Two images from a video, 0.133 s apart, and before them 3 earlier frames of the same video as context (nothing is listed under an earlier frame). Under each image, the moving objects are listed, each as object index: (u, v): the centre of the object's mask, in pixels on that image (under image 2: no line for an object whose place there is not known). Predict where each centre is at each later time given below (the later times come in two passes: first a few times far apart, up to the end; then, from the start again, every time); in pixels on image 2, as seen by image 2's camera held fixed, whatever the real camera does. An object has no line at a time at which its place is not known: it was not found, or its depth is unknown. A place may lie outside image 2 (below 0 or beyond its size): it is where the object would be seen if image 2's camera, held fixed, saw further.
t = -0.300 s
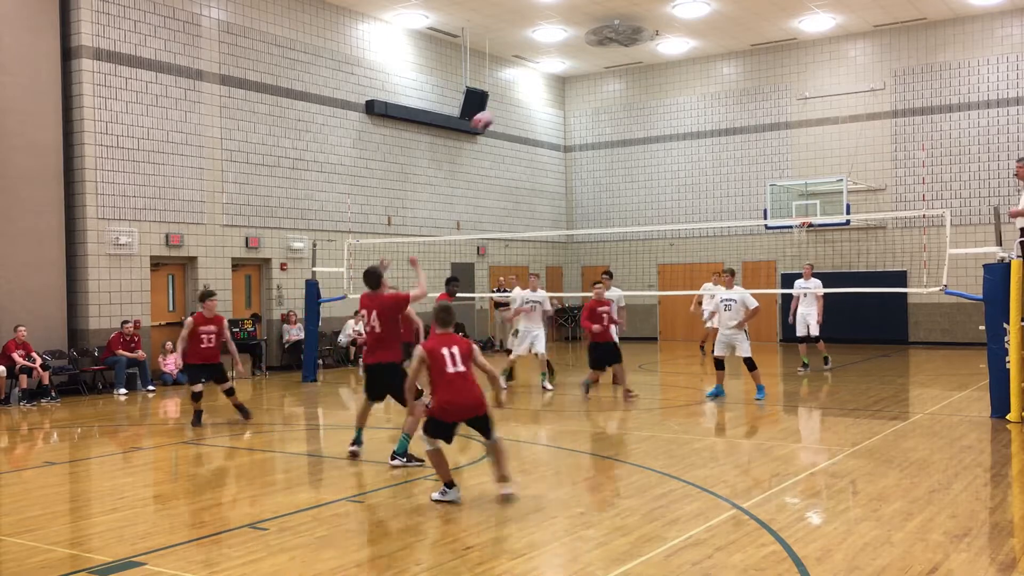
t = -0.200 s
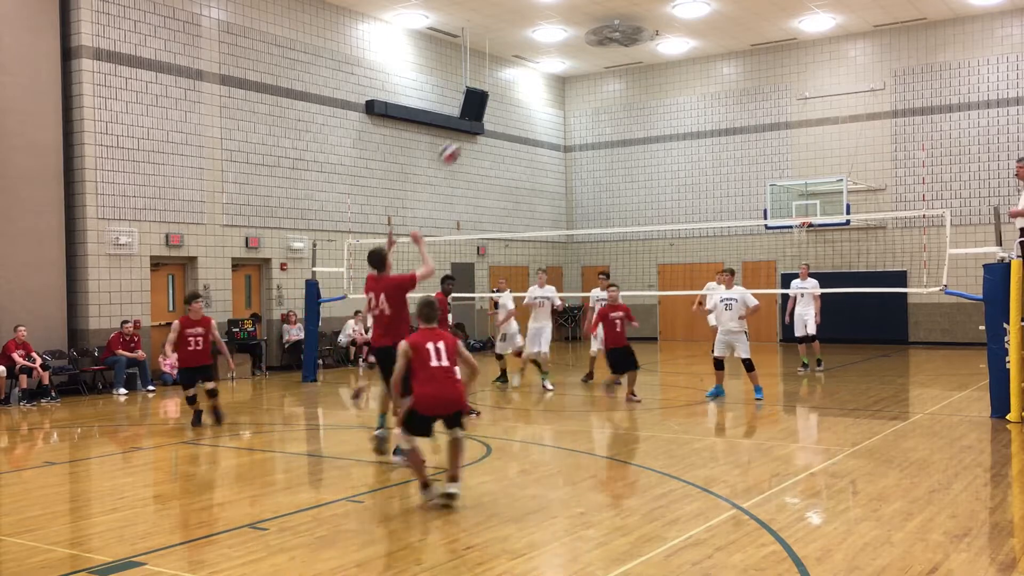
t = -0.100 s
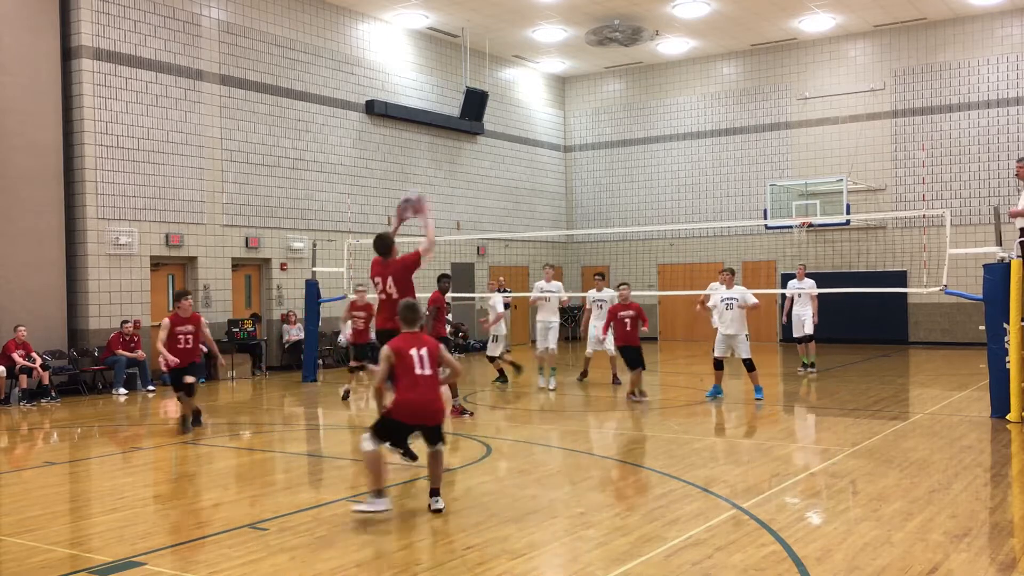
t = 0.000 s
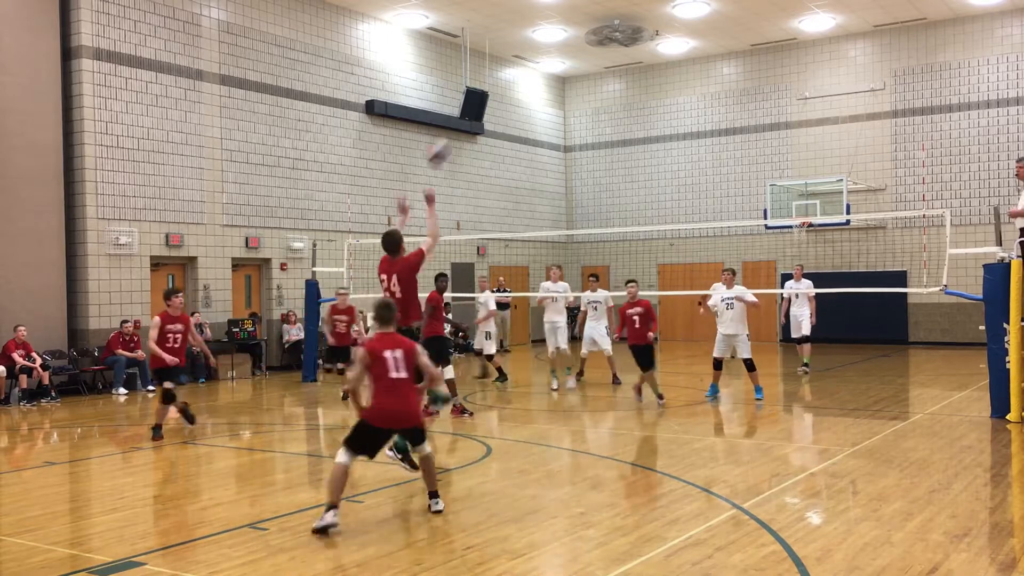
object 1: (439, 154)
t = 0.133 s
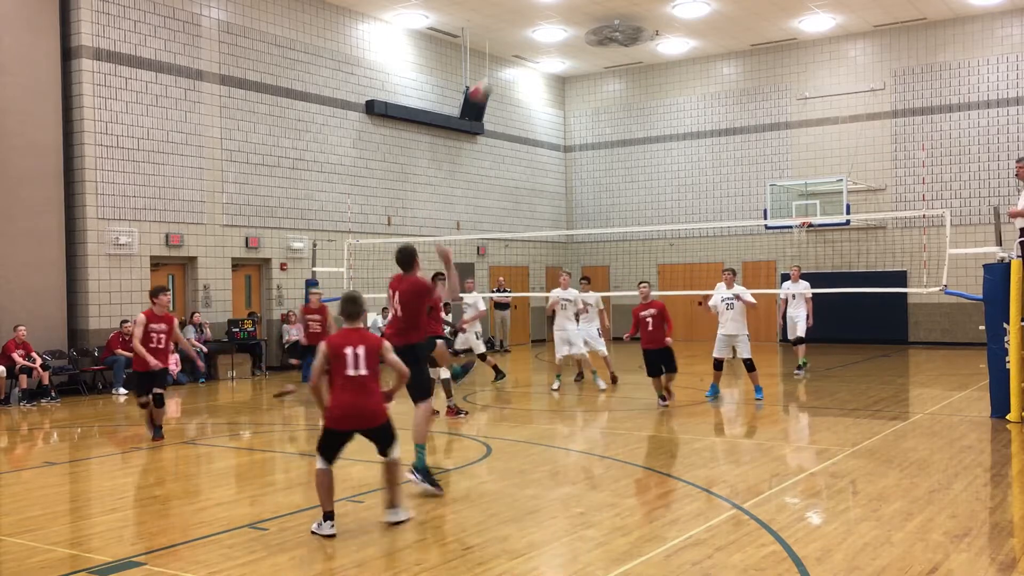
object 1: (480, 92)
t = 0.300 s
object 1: (528, 45)
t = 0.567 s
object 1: (597, 30)
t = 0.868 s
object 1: (662, 89)
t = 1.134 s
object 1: (710, 194)
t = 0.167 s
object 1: (490, 79)
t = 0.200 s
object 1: (501, 68)
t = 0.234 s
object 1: (510, 59)
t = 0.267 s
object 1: (519, 53)
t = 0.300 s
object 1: (528, 45)
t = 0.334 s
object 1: (537, 40)
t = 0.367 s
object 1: (546, 34)
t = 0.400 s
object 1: (555, 30)
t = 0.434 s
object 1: (564, 28)
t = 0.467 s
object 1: (572, 28)
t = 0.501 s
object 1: (581, 28)
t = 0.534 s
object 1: (589, 28)
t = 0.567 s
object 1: (597, 30)
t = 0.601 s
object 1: (604, 32)
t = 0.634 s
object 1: (612, 35)
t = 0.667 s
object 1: (620, 41)
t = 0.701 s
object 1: (627, 47)
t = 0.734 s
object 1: (635, 54)
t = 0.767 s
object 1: (641, 62)
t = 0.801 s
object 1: (648, 69)
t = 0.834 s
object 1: (655, 78)
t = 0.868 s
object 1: (662, 89)
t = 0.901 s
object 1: (668, 99)
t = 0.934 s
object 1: (675, 111)
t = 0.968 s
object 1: (682, 122)
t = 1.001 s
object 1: (688, 137)
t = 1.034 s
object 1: (694, 149)
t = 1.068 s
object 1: (700, 162)
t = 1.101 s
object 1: (706, 178)
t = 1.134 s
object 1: (710, 194)
